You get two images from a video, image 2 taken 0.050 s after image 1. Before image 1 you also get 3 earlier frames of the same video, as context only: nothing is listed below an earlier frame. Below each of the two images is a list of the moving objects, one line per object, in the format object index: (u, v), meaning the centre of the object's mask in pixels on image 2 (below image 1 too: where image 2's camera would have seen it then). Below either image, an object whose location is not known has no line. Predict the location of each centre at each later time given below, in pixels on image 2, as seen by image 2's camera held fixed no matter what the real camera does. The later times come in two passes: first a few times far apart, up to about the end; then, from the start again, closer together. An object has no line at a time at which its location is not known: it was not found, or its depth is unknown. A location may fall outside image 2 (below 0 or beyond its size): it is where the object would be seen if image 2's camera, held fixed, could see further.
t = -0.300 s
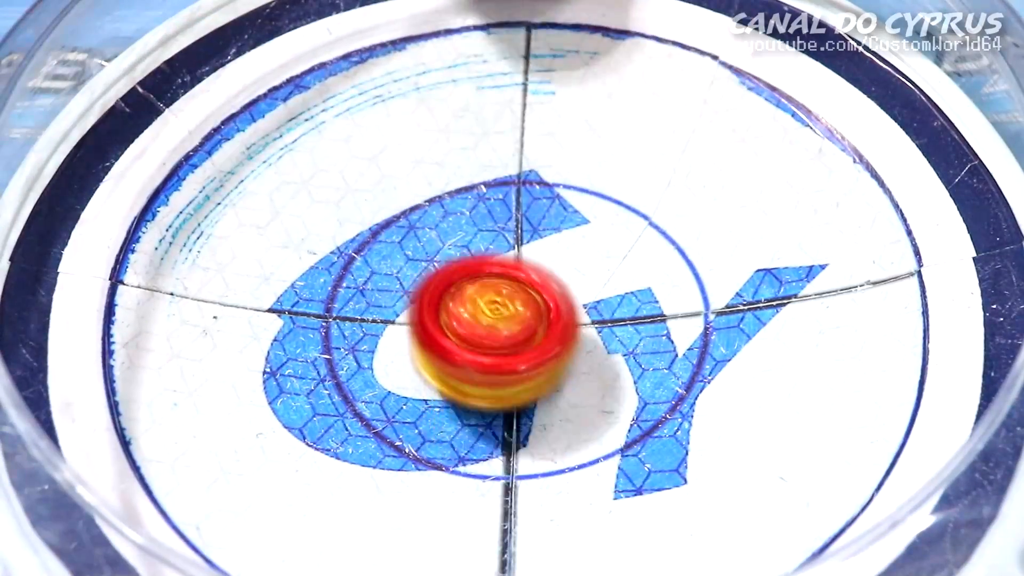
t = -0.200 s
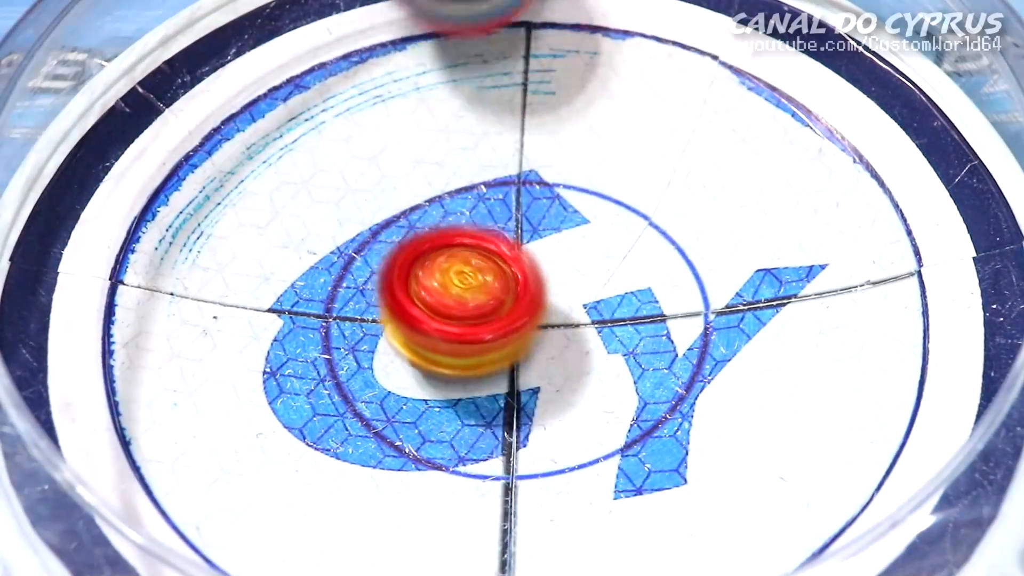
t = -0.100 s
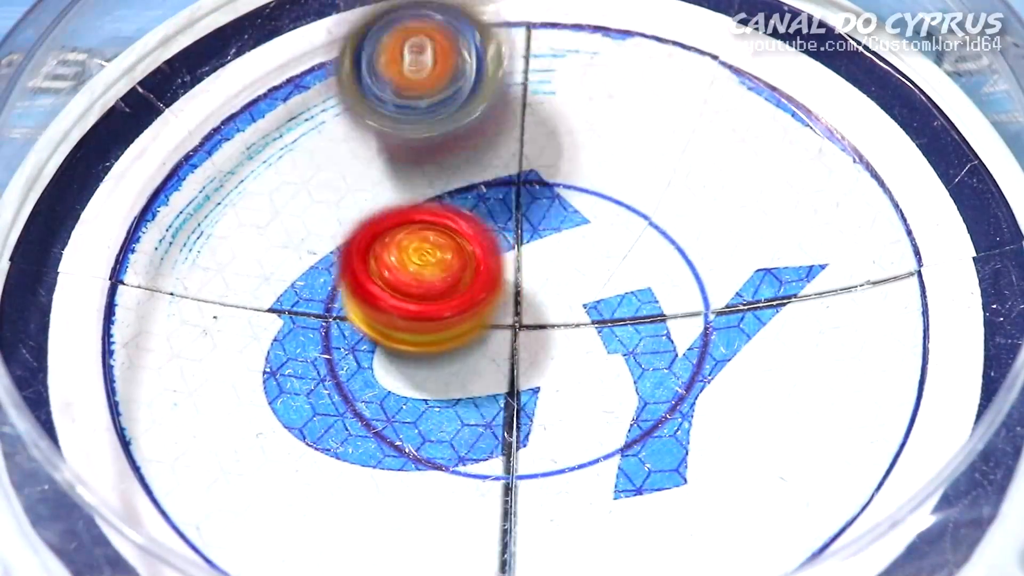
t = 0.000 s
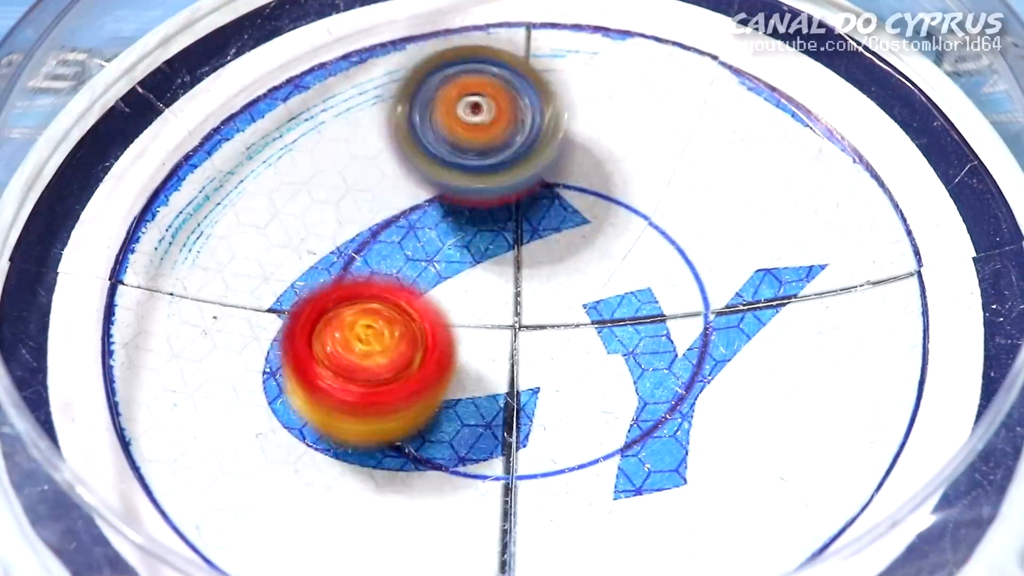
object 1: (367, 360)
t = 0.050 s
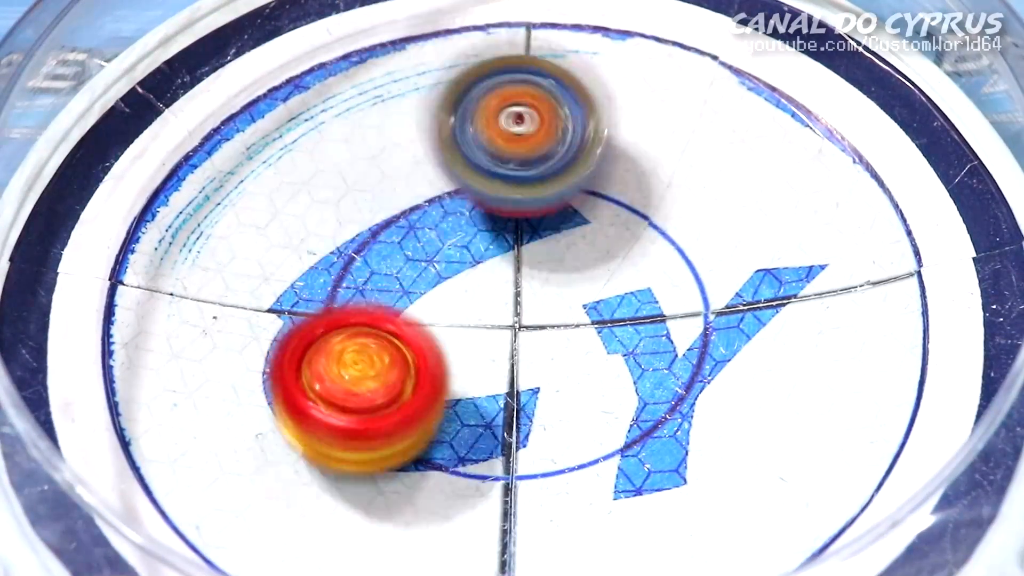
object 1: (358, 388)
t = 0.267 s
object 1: (434, 336)
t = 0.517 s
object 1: (443, 261)
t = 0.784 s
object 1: (450, 309)
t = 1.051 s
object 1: (469, 257)
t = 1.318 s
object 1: (455, 282)
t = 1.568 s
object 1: (482, 287)
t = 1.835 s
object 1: (449, 286)
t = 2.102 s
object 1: (499, 304)
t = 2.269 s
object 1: (469, 287)
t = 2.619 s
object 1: (478, 287)
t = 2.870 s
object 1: (493, 268)
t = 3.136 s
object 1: (486, 218)
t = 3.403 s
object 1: (491, 215)
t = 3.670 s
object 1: (510, 236)
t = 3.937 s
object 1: (526, 235)
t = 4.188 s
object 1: (575, 224)
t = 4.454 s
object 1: (572, 265)
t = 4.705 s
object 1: (576, 316)
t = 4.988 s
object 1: (618, 381)
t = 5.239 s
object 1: (609, 366)
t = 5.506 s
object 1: (543, 331)
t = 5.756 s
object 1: (483, 314)
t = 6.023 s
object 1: (445, 277)
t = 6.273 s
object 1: (438, 243)
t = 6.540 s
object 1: (458, 229)
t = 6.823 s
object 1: (432, 202)
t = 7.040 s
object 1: (425, 223)
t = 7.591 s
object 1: (525, 322)
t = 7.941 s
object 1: (592, 338)
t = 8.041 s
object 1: (596, 336)
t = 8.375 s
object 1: (569, 312)
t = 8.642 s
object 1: (517, 314)
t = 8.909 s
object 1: (533, 363)
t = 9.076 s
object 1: (536, 349)
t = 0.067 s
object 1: (360, 392)
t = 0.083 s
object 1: (363, 394)
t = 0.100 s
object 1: (366, 394)
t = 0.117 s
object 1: (372, 391)
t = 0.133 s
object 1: (381, 387)
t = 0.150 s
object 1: (390, 383)
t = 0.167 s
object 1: (397, 376)
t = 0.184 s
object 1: (404, 370)
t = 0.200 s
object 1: (411, 364)
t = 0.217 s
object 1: (416, 357)
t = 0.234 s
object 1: (424, 350)
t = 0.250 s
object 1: (429, 343)
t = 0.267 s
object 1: (434, 336)
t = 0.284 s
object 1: (439, 330)
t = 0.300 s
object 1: (444, 323)
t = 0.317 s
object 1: (448, 316)
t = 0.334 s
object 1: (452, 310)
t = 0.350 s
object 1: (455, 304)
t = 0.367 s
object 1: (457, 298)
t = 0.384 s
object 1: (459, 293)
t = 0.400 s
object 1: (461, 289)
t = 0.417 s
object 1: (461, 285)
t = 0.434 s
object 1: (460, 281)
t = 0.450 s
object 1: (457, 278)
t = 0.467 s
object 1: (454, 272)
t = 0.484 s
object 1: (452, 266)
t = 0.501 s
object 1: (451, 257)
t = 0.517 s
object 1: (443, 261)
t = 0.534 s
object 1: (428, 276)
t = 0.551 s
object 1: (415, 292)
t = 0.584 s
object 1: (395, 315)
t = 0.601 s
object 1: (389, 322)
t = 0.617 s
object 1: (386, 328)
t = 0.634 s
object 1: (385, 330)
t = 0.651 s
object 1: (387, 331)
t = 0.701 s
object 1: (410, 329)
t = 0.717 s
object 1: (421, 327)
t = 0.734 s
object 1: (429, 323)
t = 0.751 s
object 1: (437, 319)
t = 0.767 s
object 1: (444, 314)
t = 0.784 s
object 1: (450, 309)
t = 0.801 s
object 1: (455, 303)
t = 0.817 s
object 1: (460, 298)
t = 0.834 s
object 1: (465, 292)
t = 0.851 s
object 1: (470, 287)
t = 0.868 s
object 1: (474, 283)
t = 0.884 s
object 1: (477, 281)
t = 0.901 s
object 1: (481, 279)
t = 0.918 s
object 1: (482, 275)
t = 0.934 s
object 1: (482, 272)
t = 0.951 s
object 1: (481, 269)
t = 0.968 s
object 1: (479, 267)
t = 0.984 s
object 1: (477, 264)
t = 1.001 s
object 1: (476, 262)
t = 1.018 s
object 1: (473, 260)
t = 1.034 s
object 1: (471, 258)
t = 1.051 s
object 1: (469, 257)
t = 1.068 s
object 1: (467, 256)
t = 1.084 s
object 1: (465, 255)
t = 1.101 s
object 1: (461, 255)
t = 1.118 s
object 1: (450, 259)
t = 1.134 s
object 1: (442, 262)
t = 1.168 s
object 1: (433, 265)
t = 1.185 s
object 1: (432, 266)
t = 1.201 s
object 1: (432, 267)
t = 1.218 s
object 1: (433, 269)
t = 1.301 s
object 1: (451, 279)
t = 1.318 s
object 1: (455, 282)
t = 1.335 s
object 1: (458, 285)
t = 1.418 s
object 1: (459, 294)
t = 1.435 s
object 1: (460, 295)
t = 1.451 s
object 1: (462, 295)
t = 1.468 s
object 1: (464, 294)
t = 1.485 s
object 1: (467, 293)
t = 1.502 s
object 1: (470, 292)
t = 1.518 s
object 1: (473, 291)
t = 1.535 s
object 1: (476, 290)
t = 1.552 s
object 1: (479, 288)
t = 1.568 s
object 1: (482, 287)
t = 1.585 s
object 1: (485, 288)
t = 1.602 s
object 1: (489, 289)
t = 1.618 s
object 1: (493, 289)
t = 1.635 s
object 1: (498, 290)
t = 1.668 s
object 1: (503, 289)
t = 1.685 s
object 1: (504, 289)
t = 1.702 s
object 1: (499, 291)
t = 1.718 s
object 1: (485, 292)
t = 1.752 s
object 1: (464, 293)
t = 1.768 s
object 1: (458, 293)
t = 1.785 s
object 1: (453, 291)
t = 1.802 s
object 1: (451, 289)
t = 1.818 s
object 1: (449, 287)
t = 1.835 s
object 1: (449, 286)
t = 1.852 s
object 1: (449, 285)
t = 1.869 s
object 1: (452, 286)
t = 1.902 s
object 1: (463, 289)
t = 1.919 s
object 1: (468, 291)
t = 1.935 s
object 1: (474, 294)
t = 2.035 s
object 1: (493, 302)
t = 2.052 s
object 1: (495, 303)
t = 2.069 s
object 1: (497, 304)
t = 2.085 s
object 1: (498, 304)
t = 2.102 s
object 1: (499, 304)
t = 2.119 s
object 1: (498, 304)
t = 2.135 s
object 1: (492, 298)
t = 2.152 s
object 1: (484, 294)
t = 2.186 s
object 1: (473, 290)
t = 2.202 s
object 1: (470, 289)
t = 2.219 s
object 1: (469, 289)
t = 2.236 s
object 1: (468, 288)
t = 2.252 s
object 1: (468, 287)
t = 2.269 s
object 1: (469, 287)
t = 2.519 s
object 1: (470, 288)
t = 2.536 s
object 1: (471, 288)
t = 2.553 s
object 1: (472, 287)
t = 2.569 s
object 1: (473, 287)
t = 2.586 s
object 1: (475, 286)
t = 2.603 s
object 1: (476, 287)
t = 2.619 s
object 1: (478, 287)
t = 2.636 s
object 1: (480, 287)
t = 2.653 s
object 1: (481, 288)
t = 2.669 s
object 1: (482, 287)
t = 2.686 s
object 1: (483, 288)
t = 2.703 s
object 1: (485, 288)
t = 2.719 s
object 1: (487, 288)
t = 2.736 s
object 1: (488, 288)
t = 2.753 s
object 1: (490, 288)
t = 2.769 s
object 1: (491, 289)
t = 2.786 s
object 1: (492, 289)
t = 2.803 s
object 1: (493, 289)
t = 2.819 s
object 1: (494, 288)
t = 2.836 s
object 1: (494, 286)
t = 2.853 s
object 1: (493, 277)
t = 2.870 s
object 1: (493, 268)
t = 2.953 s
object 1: (491, 231)
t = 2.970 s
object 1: (491, 227)
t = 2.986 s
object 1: (491, 225)
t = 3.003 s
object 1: (490, 224)
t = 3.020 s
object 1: (489, 223)
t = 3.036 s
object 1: (489, 221)
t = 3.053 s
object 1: (488, 220)
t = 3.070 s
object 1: (488, 220)
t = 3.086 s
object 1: (488, 219)
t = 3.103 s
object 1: (487, 219)
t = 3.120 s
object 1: (487, 218)
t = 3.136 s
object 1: (486, 218)
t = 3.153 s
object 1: (486, 218)
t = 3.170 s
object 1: (486, 218)
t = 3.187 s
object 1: (486, 218)
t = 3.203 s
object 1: (486, 218)
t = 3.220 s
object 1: (486, 218)
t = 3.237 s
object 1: (486, 218)
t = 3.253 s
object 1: (486, 219)
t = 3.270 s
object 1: (486, 219)
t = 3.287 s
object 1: (486, 220)
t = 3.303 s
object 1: (486, 221)
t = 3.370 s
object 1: (486, 220)
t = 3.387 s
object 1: (489, 216)
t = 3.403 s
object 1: (491, 215)
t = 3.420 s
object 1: (493, 213)
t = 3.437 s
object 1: (495, 212)
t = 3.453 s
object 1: (497, 212)
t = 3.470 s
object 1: (499, 213)
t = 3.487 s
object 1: (501, 213)
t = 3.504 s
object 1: (502, 215)
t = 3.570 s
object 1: (506, 223)
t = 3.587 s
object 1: (507, 225)
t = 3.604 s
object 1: (507, 227)
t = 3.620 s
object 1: (508, 229)
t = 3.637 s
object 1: (508, 231)
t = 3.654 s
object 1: (509, 234)
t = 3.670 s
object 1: (510, 236)
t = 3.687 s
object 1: (510, 237)
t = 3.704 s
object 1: (510, 239)
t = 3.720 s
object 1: (509, 241)
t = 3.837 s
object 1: (508, 248)
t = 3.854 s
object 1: (508, 248)
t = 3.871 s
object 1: (508, 249)
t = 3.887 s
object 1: (508, 249)
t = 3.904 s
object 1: (510, 246)
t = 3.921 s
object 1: (514, 242)
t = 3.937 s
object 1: (526, 235)
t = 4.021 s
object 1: (568, 207)
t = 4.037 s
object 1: (571, 207)
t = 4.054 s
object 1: (575, 207)
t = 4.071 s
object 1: (576, 207)
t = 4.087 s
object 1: (577, 209)
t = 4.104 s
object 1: (578, 211)
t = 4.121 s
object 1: (579, 213)
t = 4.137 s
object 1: (578, 215)
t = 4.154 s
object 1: (577, 218)
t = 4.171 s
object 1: (576, 221)
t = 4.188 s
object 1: (575, 224)
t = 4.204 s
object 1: (574, 226)
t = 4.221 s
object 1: (573, 229)
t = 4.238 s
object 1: (571, 232)
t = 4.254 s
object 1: (570, 234)
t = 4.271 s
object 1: (569, 237)
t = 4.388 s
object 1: (558, 256)
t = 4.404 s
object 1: (557, 259)
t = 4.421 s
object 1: (562, 261)
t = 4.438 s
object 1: (569, 263)
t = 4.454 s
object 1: (572, 265)
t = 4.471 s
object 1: (574, 268)
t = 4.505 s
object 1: (577, 274)
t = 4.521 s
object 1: (578, 279)
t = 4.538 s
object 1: (578, 283)
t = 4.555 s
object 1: (578, 286)
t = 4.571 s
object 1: (578, 290)
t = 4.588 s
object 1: (578, 294)
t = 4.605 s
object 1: (578, 297)
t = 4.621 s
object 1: (578, 301)
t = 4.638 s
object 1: (578, 304)
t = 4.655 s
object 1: (577, 308)
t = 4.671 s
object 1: (577, 310)
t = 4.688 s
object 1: (577, 313)
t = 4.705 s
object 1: (576, 316)
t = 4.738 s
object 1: (574, 323)
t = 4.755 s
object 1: (574, 325)
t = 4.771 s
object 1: (574, 328)
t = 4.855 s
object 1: (569, 341)
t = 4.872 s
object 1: (569, 345)
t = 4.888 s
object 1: (582, 352)
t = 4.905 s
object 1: (594, 361)
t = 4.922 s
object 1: (603, 367)
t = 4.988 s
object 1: (618, 381)
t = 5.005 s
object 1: (619, 382)
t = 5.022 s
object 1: (619, 382)
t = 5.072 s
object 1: (617, 380)
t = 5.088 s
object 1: (617, 378)
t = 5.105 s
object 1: (617, 377)
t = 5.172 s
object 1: (616, 372)
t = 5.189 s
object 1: (615, 370)
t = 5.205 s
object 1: (613, 369)
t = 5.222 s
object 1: (611, 367)
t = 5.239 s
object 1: (609, 366)
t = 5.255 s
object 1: (605, 365)
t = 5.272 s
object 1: (603, 363)
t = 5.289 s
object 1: (601, 362)
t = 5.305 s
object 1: (597, 360)
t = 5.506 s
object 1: (543, 331)
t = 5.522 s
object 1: (538, 328)
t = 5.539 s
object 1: (534, 328)
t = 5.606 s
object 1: (518, 328)
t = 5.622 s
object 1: (515, 328)
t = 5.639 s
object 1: (511, 327)
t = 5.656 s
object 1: (506, 326)
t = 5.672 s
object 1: (502, 325)
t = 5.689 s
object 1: (498, 323)
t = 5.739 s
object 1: (487, 316)
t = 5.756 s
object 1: (483, 314)
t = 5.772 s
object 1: (480, 311)
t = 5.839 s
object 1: (468, 301)
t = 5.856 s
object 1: (466, 298)
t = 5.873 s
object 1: (463, 296)
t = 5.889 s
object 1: (462, 294)
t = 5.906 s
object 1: (459, 291)
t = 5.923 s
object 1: (457, 289)
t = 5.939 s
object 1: (456, 287)
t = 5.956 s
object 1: (453, 285)
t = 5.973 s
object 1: (451, 283)
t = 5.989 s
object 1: (449, 281)
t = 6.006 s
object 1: (446, 279)
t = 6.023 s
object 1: (445, 277)
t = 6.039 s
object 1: (444, 274)
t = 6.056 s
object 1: (443, 271)
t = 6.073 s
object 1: (442, 268)
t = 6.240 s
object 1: (437, 247)
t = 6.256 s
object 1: (437, 245)
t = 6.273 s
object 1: (438, 243)
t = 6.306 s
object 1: (440, 239)
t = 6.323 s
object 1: (440, 238)
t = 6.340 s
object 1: (441, 237)
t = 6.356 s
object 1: (442, 235)
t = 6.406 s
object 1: (445, 232)
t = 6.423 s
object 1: (447, 231)
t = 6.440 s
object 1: (448, 230)
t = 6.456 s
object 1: (450, 230)
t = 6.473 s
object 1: (452, 229)
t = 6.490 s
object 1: (453, 229)
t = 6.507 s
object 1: (455, 229)
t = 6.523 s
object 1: (456, 229)
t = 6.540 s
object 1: (458, 229)
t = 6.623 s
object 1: (468, 230)
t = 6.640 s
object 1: (471, 230)
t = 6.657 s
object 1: (473, 230)
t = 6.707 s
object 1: (482, 233)
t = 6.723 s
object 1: (483, 233)
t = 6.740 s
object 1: (474, 226)
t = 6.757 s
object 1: (460, 217)
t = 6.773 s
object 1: (449, 212)
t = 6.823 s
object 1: (432, 202)
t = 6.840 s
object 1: (430, 202)
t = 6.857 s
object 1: (428, 203)
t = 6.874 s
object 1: (427, 205)
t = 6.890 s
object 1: (426, 206)
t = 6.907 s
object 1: (425, 208)
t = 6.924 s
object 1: (424, 210)
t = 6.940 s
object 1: (423, 211)
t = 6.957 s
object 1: (424, 213)
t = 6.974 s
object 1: (424, 215)
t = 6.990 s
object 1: (424, 217)
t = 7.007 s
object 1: (424, 219)
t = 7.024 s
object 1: (424, 221)
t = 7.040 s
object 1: (425, 223)
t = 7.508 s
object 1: (504, 312)
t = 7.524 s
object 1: (508, 314)
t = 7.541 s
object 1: (512, 316)
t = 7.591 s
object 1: (525, 322)
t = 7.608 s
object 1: (529, 325)
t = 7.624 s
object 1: (533, 326)
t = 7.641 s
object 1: (536, 328)
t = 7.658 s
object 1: (542, 329)
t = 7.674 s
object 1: (547, 329)
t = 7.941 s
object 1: (592, 338)
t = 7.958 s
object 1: (594, 337)
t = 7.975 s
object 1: (595, 338)
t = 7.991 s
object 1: (596, 337)
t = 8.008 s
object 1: (596, 337)
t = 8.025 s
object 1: (597, 337)
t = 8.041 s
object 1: (596, 336)
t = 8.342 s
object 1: (574, 315)
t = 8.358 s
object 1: (571, 313)
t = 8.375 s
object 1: (569, 312)
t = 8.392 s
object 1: (566, 310)
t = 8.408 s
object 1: (563, 308)
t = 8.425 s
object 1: (560, 306)
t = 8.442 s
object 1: (556, 304)
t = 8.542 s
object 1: (535, 291)
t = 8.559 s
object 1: (531, 289)
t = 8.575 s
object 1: (527, 287)
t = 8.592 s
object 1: (520, 286)
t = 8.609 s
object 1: (517, 287)
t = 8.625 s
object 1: (515, 298)
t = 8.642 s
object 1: (517, 314)
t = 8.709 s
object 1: (521, 351)
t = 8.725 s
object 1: (521, 354)
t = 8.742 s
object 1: (522, 356)
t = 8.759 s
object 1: (523, 358)
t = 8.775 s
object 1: (525, 359)
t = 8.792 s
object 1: (526, 360)
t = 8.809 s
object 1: (527, 361)
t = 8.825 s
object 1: (529, 362)
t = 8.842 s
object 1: (530, 362)
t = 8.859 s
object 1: (531, 363)
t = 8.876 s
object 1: (532, 363)
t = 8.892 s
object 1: (533, 364)
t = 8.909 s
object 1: (533, 363)
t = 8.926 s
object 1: (534, 363)
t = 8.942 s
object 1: (533, 362)
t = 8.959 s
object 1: (534, 362)
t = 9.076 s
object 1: (536, 349)
